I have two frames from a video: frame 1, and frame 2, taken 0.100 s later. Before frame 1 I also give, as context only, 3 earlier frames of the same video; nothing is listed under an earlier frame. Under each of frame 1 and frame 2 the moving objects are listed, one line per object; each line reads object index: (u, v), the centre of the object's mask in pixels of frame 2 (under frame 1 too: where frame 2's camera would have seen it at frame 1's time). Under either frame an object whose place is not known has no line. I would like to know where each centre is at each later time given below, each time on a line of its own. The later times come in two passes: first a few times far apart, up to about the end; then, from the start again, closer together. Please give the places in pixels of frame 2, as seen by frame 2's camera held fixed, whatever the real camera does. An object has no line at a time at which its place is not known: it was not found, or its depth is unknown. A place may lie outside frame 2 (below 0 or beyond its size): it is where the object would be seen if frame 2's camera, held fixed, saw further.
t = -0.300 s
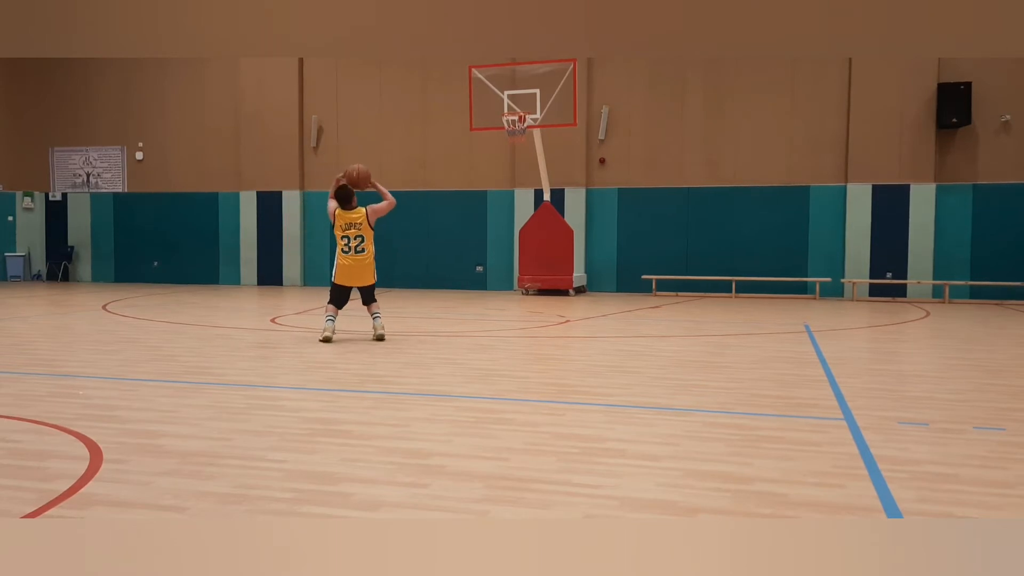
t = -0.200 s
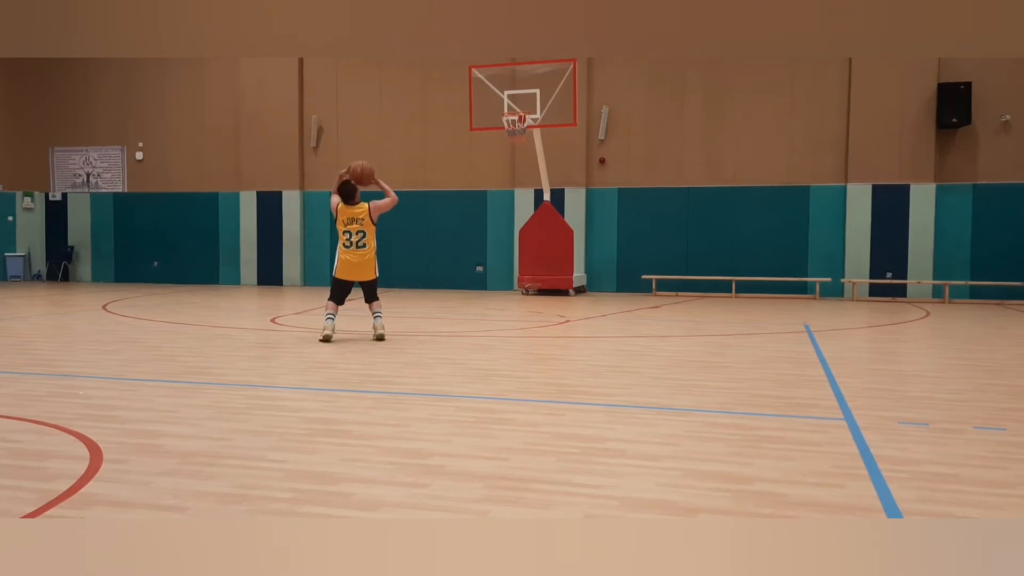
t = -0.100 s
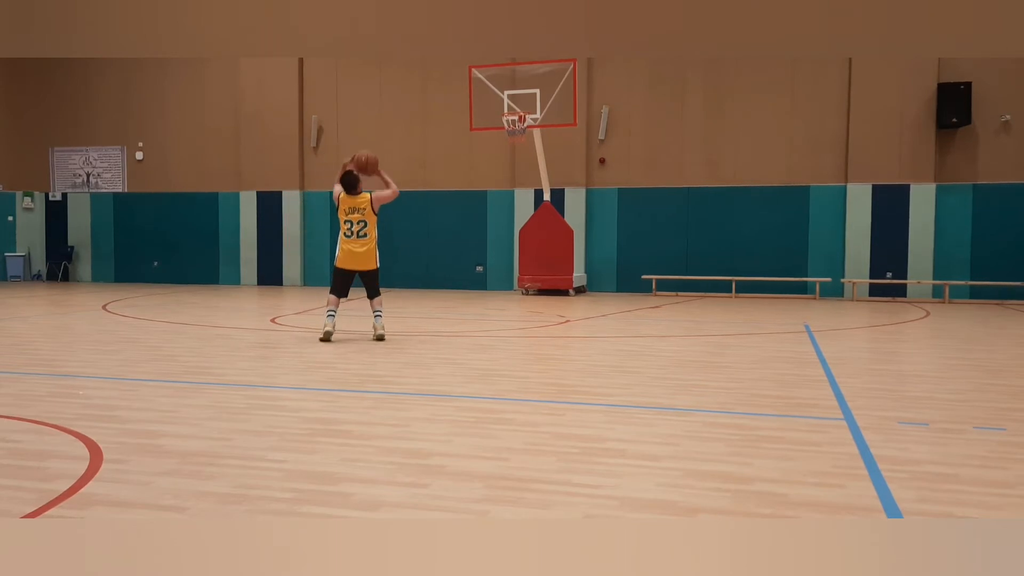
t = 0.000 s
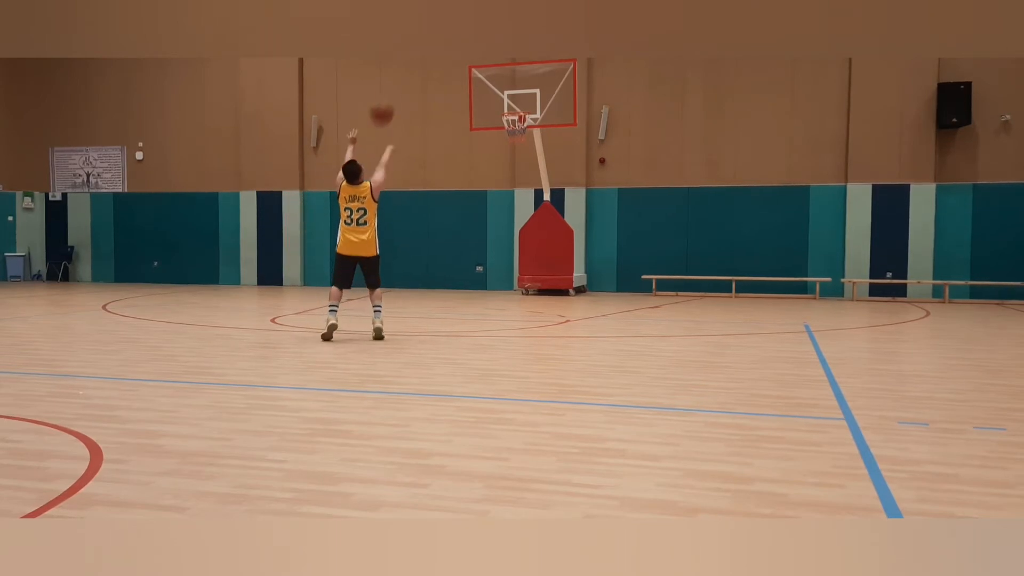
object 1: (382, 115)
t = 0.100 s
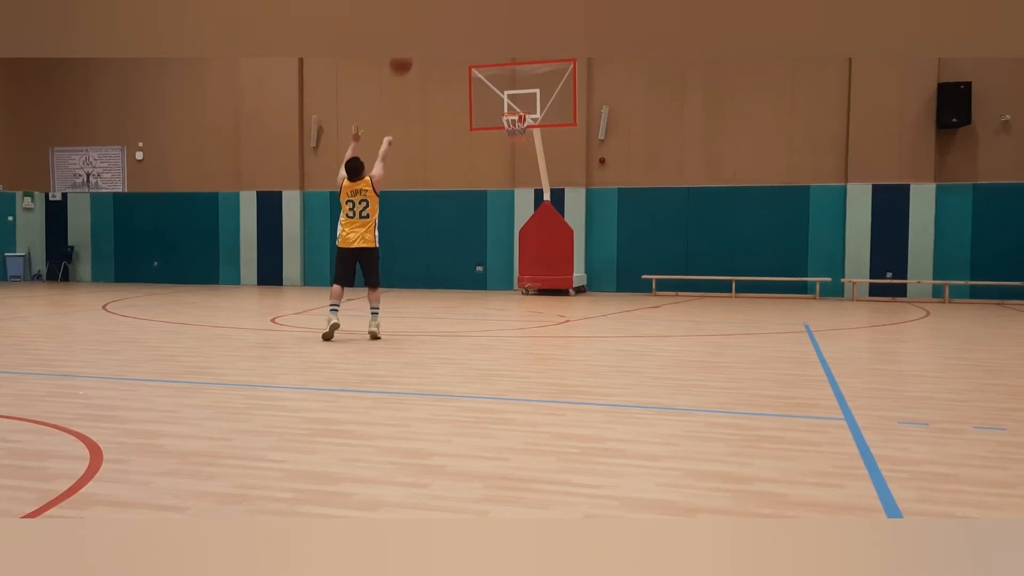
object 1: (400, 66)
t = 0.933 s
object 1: (508, 60)
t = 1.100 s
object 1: (520, 107)
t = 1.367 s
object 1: (500, 134)
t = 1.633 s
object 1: (501, 174)
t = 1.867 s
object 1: (502, 245)
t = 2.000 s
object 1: (502, 295)
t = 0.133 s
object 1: (406, 60)
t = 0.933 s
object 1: (508, 60)
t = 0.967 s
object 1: (511, 67)
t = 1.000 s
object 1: (513, 78)
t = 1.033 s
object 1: (515, 87)
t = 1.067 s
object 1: (518, 97)
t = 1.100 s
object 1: (520, 107)
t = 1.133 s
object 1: (520, 112)
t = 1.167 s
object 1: (520, 118)
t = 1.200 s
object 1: (517, 119)
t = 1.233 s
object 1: (511, 123)
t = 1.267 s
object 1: (508, 127)
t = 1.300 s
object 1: (504, 130)
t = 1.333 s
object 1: (501, 131)
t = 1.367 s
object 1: (500, 134)
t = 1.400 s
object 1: (500, 135)
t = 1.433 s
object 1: (500, 139)
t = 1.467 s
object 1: (500, 143)
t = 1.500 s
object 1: (501, 148)
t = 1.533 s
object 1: (501, 153)
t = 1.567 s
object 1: (501, 160)
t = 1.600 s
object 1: (501, 166)
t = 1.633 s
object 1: (501, 174)
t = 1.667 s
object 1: (501, 182)
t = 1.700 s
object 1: (502, 191)
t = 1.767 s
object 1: (502, 210)
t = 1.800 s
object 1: (502, 221)
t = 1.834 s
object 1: (502, 233)
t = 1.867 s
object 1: (502, 245)
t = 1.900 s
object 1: (502, 258)
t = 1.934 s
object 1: (502, 272)
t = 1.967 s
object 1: (502, 286)
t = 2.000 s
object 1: (502, 295)
